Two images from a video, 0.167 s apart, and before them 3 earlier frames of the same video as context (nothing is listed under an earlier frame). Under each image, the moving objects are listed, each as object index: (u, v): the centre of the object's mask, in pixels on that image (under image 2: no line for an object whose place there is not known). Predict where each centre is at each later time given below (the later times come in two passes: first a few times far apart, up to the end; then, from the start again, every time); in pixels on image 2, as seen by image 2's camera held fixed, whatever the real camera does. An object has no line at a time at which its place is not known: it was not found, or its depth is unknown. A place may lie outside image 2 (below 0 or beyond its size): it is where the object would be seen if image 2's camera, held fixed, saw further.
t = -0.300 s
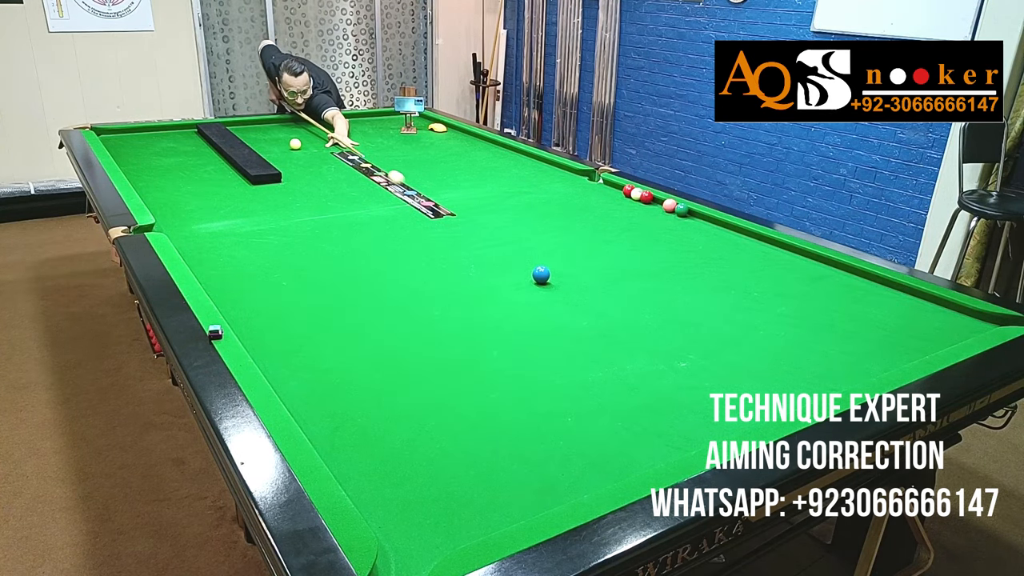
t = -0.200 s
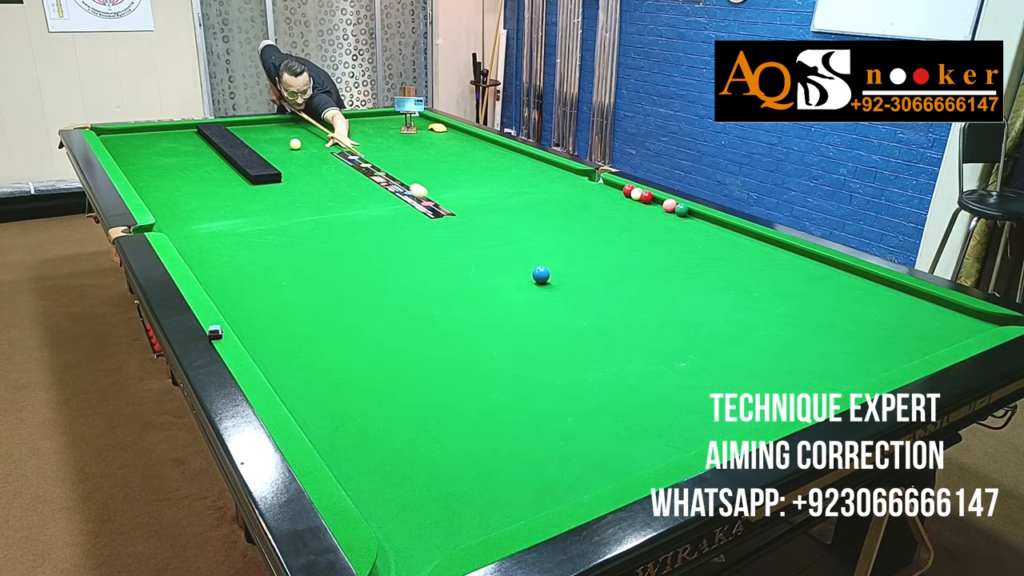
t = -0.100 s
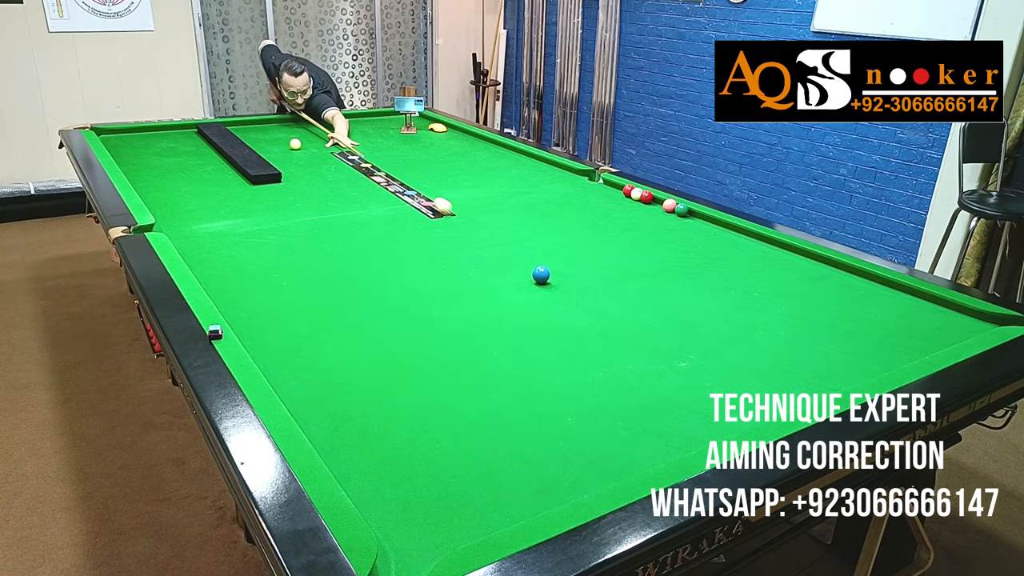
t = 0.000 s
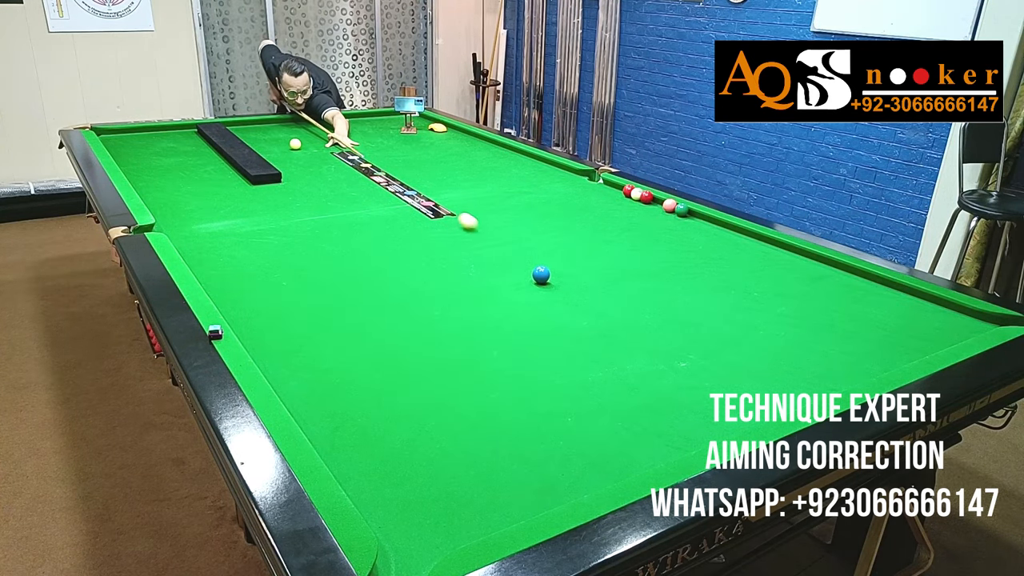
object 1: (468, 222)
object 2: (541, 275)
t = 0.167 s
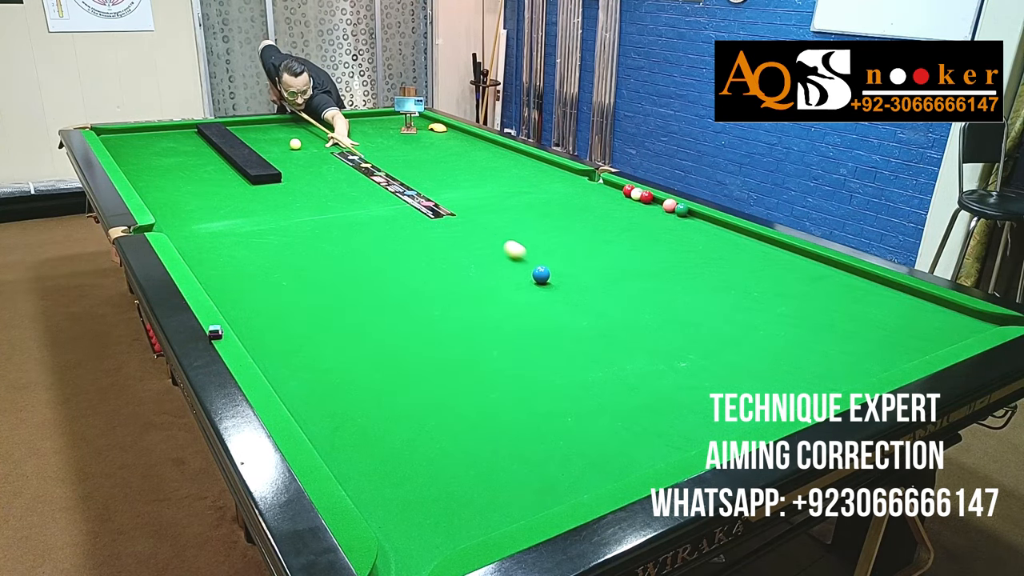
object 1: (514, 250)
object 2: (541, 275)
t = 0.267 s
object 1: (551, 267)
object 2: (540, 276)
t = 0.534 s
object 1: (663, 292)
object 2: (524, 315)
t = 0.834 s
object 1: (811, 327)
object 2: (502, 364)
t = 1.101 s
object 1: (904, 340)
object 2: (479, 419)
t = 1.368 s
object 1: (857, 304)
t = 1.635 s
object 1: (822, 276)
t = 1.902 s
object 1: (794, 253)
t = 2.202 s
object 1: (749, 239)
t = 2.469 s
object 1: (710, 231)
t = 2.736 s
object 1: (674, 223)
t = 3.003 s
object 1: (643, 216)
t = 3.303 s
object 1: (613, 209)
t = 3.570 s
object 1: (590, 203)
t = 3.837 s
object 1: (569, 199)
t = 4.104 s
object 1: (551, 194)
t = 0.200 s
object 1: (525, 256)
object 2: (541, 275)
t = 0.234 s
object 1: (535, 261)
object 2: (541, 275)
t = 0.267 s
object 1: (551, 267)
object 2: (540, 276)
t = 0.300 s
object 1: (563, 271)
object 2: (538, 281)
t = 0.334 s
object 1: (577, 273)
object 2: (536, 286)
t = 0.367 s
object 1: (591, 276)
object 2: (534, 291)
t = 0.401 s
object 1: (605, 279)
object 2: (532, 296)
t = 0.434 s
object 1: (619, 282)
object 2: (530, 300)
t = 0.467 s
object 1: (634, 286)
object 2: (527, 305)
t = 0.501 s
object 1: (648, 289)
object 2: (526, 310)
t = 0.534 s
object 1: (663, 292)
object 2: (524, 315)
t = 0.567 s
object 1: (678, 296)
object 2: (522, 319)
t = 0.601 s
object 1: (694, 300)
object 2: (519, 325)
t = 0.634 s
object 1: (710, 303)
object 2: (517, 330)
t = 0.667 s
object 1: (726, 307)
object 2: (515, 335)
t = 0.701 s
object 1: (743, 311)
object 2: (512, 340)
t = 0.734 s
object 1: (759, 315)
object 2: (510, 346)
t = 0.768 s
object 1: (777, 319)
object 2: (508, 352)
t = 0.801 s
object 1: (794, 323)
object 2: (505, 357)
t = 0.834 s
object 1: (811, 327)
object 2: (502, 364)
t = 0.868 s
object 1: (829, 331)
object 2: (500, 370)
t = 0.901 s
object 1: (847, 335)
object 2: (497, 376)
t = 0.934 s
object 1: (866, 340)
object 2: (494, 383)
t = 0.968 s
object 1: (885, 344)
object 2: (491, 390)
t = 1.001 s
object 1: (905, 349)
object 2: (488, 397)
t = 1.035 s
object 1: (919, 350)
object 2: (485, 405)
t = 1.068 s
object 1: (913, 346)
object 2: (482, 412)
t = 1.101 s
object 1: (904, 340)
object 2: (479, 419)
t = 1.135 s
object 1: (896, 335)
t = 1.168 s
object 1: (890, 330)
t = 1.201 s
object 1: (884, 325)
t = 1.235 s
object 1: (878, 321)
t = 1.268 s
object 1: (873, 317)
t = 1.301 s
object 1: (867, 312)
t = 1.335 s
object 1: (862, 308)
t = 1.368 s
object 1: (857, 304)
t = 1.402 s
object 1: (853, 300)
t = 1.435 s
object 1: (848, 296)
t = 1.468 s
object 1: (843, 293)
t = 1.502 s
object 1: (839, 289)
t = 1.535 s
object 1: (834, 286)
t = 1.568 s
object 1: (830, 282)
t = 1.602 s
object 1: (826, 279)
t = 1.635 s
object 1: (822, 276)
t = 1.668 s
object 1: (818, 272)
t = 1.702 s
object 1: (814, 270)
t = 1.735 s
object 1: (811, 266)
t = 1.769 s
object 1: (807, 264)
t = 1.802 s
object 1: (804, 261)
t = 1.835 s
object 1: (801, 258)
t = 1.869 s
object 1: (797, 255)
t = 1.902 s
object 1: (794, 253)
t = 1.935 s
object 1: (791, 250)
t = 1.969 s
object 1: (788, 248)
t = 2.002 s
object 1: (782, 246)
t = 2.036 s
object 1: (776, 245)
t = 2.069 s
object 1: (770, 244)
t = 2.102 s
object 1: (765, 243)
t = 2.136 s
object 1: (760, 242)
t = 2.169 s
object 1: (754, 240)
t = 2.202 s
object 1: (749, 239)
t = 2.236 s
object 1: (744, 238)
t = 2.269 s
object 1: (739, 237)
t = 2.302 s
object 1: (734, 236)
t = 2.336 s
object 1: (728, 235)
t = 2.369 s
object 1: (724, 234)
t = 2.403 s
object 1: (719, 233)
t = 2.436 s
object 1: (714, 232)
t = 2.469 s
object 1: (710, 231)
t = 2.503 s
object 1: (705, 230)
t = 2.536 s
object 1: (701, 229)
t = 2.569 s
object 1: (696, 228)
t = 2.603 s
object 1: (692, 227)
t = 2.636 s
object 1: (687, 226)
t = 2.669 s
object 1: (682, 225)
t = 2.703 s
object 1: (678, 224)
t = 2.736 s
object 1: (674, 223)
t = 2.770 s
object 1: (670, 222)
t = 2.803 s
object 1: (666, 221)
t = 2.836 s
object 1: (662, 220)
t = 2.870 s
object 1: (658, 219)
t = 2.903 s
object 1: (655, 218)
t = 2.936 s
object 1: (651, 218)
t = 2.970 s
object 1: (647, 217)
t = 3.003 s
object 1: (643, 216)
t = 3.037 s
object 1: (640, 215)
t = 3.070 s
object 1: (637, 215)
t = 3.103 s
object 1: (633, 214)
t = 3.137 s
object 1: (630, 213)
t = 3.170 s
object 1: (626, 212)
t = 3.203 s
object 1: (623, 211)
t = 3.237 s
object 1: (620, 210)
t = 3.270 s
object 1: (617, 210)
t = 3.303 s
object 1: (613, 209)
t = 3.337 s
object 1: (610, 208)
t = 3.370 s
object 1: (607, 208)
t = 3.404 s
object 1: (604, 207)
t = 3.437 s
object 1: (601, 206)
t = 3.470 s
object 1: (598, 205)
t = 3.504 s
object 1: (595, 205)
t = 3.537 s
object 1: (593, 204)
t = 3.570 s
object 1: (590, 203)
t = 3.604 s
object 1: (587, 203)
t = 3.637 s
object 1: (584, 202)
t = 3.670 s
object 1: (582, 202)
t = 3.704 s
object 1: (579, 201)
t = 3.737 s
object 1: (576, 200)
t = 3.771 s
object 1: (574, 200)
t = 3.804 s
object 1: (571, 199)
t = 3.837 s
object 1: (569, 199)
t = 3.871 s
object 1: (567, 198)
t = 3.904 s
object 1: (564, 198)
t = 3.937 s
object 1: (562, 197)
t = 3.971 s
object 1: (560, 196)
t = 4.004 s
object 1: (557, 196)
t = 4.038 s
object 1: (555, 195)
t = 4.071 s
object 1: (553, 195)
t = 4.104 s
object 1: (551, 194)
